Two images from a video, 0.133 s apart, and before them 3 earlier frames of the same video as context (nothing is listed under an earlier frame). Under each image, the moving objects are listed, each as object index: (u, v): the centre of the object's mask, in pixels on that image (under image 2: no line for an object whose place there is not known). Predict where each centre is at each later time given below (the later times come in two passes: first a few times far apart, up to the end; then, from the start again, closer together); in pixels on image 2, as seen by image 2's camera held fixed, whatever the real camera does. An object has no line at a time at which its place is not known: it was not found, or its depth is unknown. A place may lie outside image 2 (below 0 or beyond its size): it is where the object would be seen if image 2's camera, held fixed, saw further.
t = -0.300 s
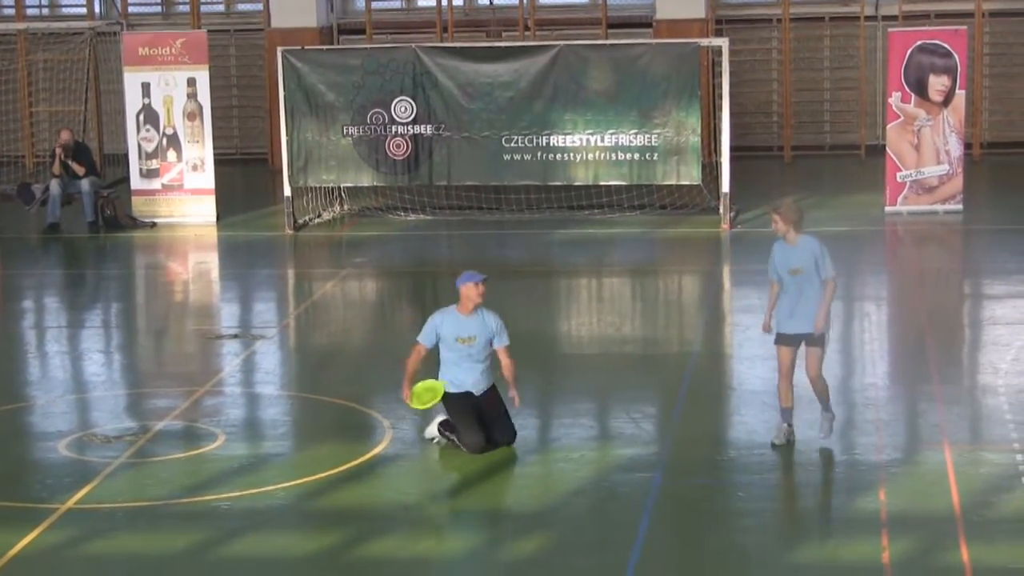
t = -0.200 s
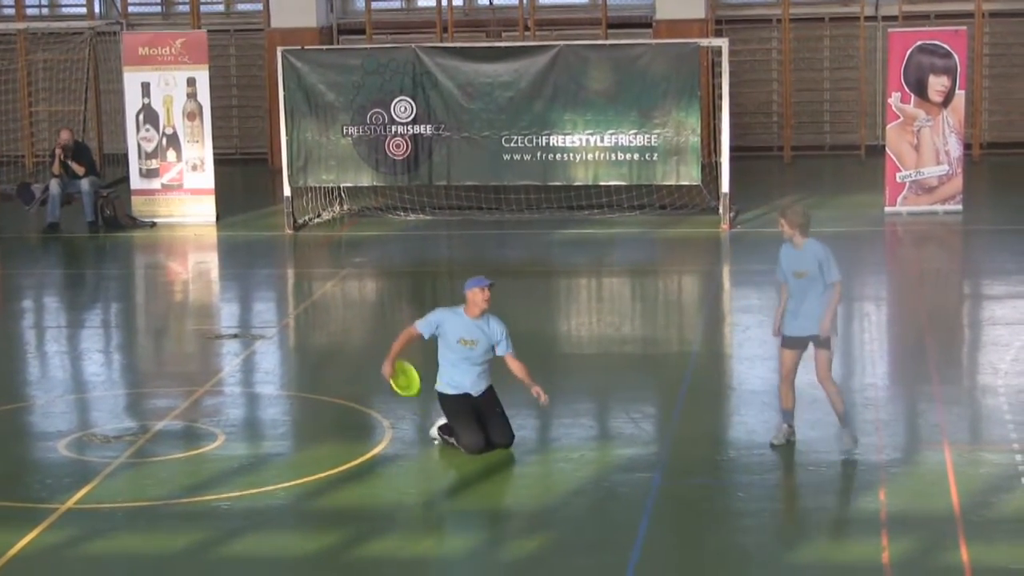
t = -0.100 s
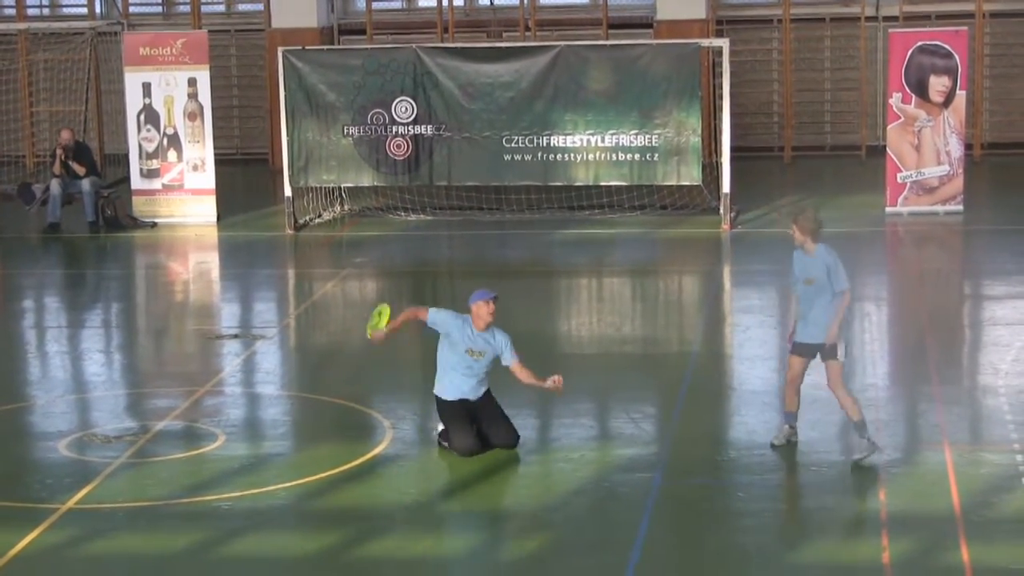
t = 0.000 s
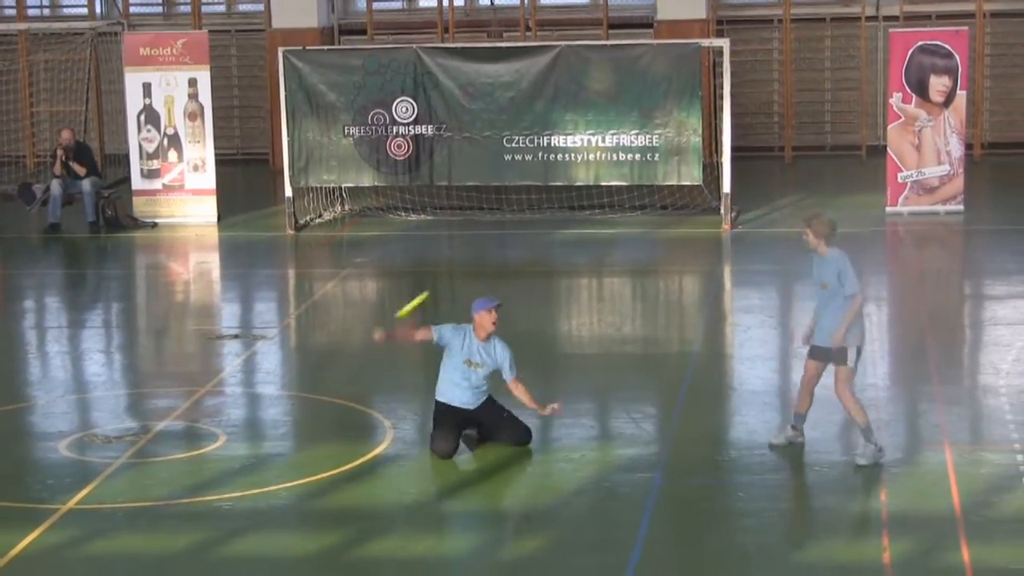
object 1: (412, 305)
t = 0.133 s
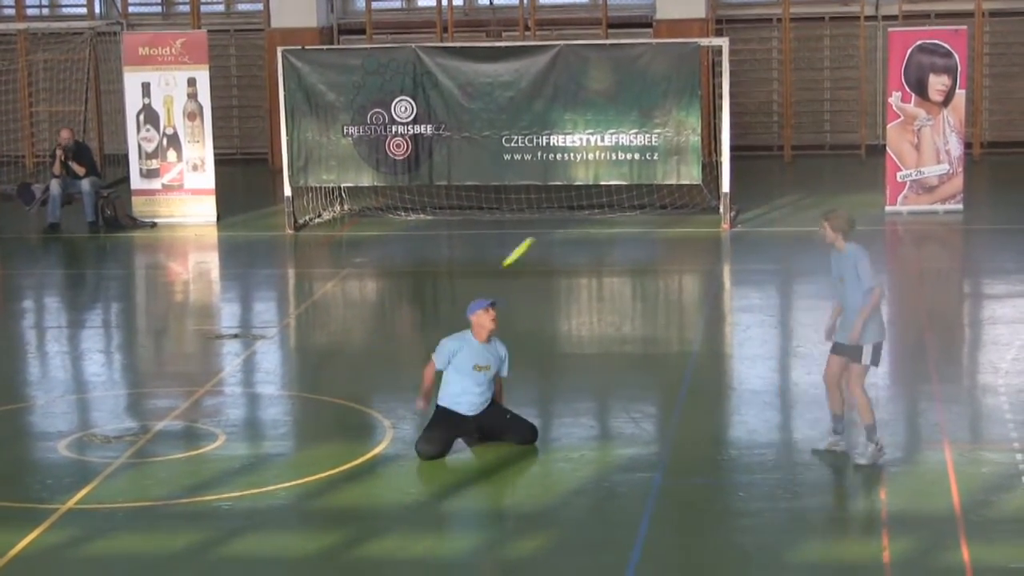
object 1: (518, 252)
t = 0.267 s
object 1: (613, 213)
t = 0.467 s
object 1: (741, 182)
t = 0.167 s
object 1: (541, 241)
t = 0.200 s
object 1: (565, 231)
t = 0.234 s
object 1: (590, 221)
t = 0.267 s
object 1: (613, 213)
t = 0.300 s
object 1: (637, 206)
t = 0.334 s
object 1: (659, 199)
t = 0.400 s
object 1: (700, 189)
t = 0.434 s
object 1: (720, 185)
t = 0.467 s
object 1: (741, 182)
